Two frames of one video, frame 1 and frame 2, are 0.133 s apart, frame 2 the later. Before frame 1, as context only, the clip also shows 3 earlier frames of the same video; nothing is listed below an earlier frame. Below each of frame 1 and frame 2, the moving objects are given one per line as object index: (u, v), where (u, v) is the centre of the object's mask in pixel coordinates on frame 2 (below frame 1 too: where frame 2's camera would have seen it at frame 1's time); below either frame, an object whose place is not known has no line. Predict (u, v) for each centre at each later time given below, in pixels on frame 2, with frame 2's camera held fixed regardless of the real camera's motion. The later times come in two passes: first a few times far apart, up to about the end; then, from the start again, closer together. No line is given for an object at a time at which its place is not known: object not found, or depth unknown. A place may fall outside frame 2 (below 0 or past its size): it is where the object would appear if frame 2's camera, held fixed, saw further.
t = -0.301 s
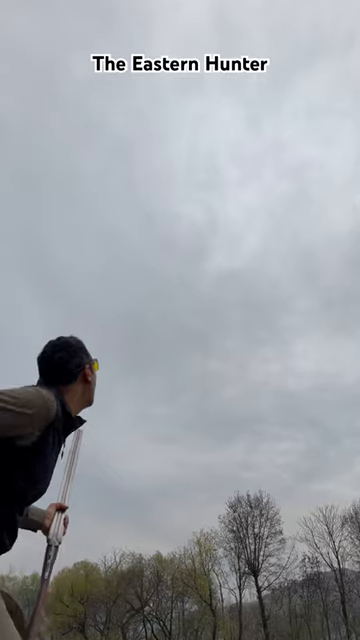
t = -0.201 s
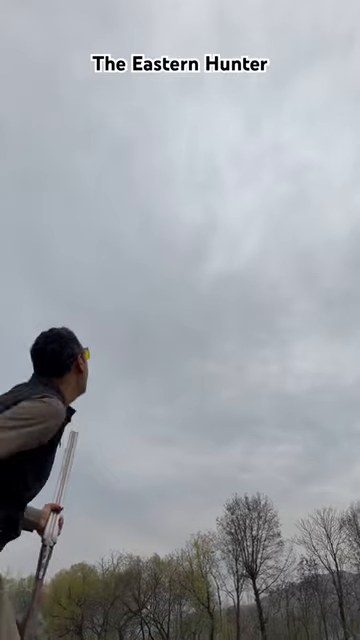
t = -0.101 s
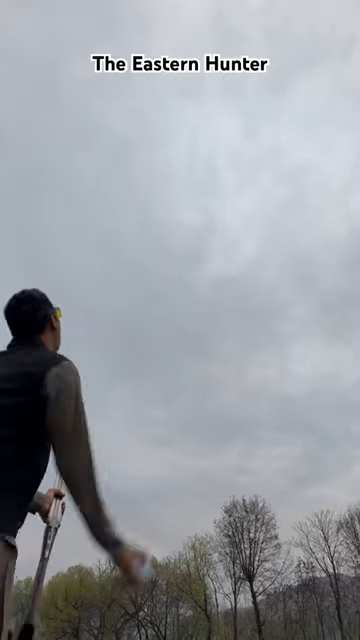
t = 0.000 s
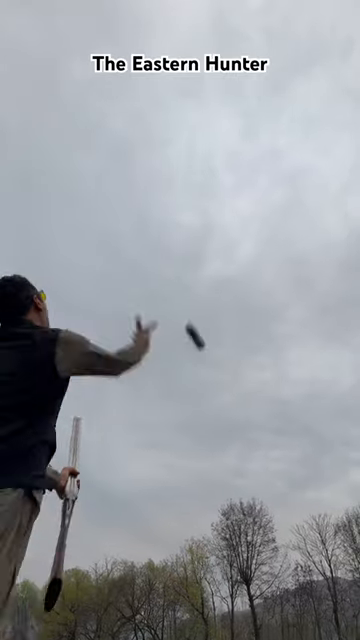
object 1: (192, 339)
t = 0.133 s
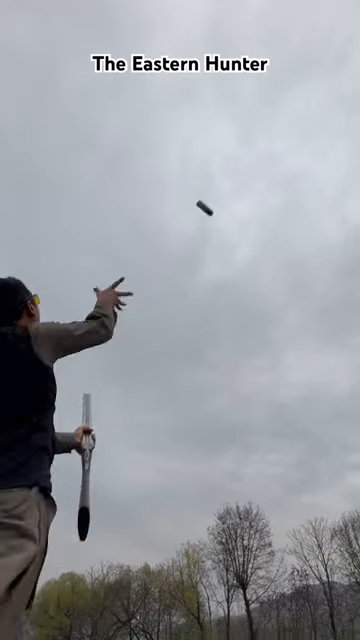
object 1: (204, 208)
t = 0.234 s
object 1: (211, 164)
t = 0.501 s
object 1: (224, 123)
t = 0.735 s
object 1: (236, 121)
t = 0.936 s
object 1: (245, 131)
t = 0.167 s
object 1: (207, 190)
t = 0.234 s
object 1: (211, 164)
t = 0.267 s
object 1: (212, 154)
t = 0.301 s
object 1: (215, 147)
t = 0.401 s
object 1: (220, 131)
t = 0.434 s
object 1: (221, 127)
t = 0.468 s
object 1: (222, 125)
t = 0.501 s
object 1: (224, 123)
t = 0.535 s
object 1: (225, 121)
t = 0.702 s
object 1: (234, 120)
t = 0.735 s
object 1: (236, 121)
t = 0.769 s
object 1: (237, 122)
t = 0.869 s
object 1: (242, 127)
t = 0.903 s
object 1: (244, 129)
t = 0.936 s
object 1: (245, 131)
